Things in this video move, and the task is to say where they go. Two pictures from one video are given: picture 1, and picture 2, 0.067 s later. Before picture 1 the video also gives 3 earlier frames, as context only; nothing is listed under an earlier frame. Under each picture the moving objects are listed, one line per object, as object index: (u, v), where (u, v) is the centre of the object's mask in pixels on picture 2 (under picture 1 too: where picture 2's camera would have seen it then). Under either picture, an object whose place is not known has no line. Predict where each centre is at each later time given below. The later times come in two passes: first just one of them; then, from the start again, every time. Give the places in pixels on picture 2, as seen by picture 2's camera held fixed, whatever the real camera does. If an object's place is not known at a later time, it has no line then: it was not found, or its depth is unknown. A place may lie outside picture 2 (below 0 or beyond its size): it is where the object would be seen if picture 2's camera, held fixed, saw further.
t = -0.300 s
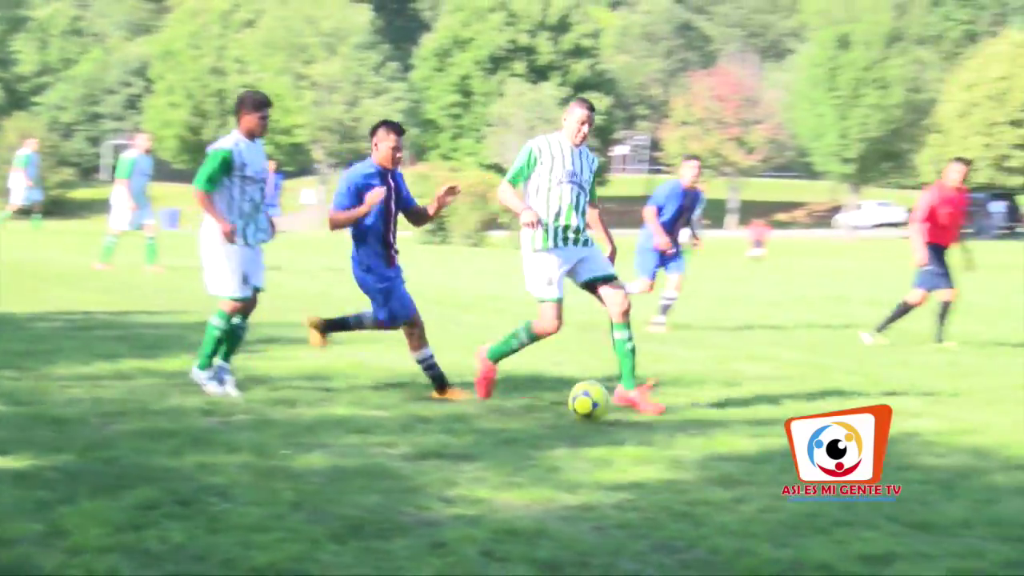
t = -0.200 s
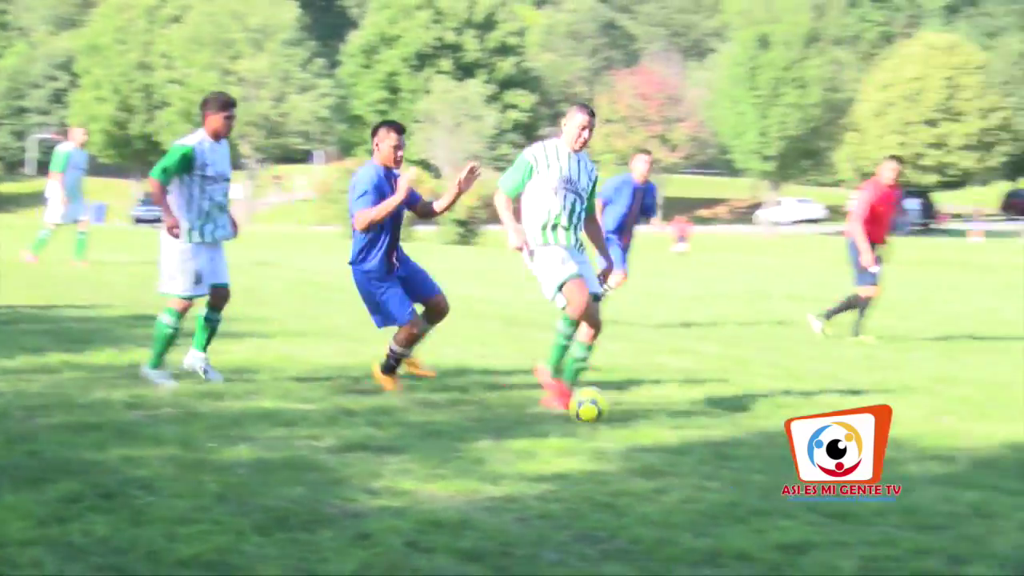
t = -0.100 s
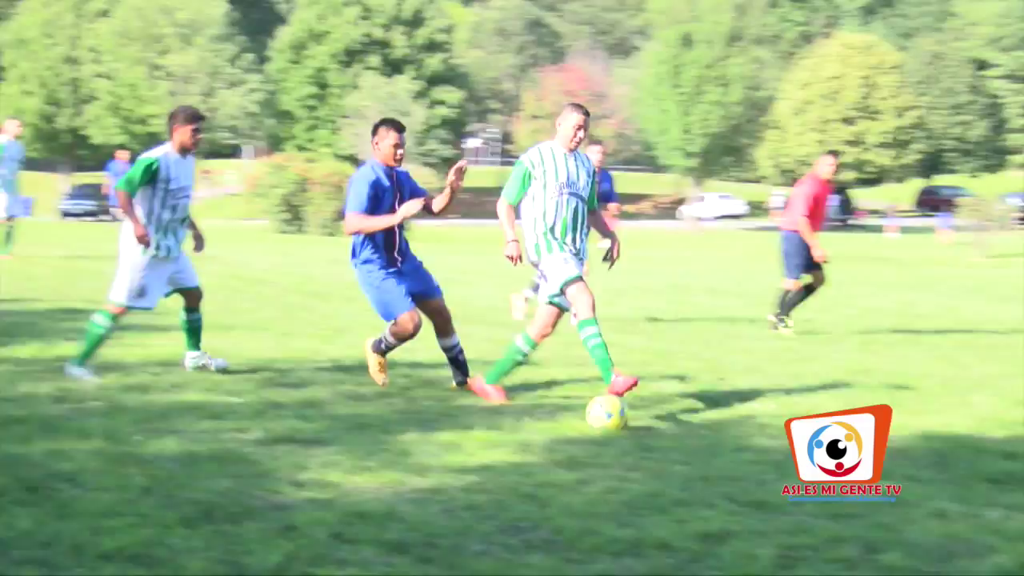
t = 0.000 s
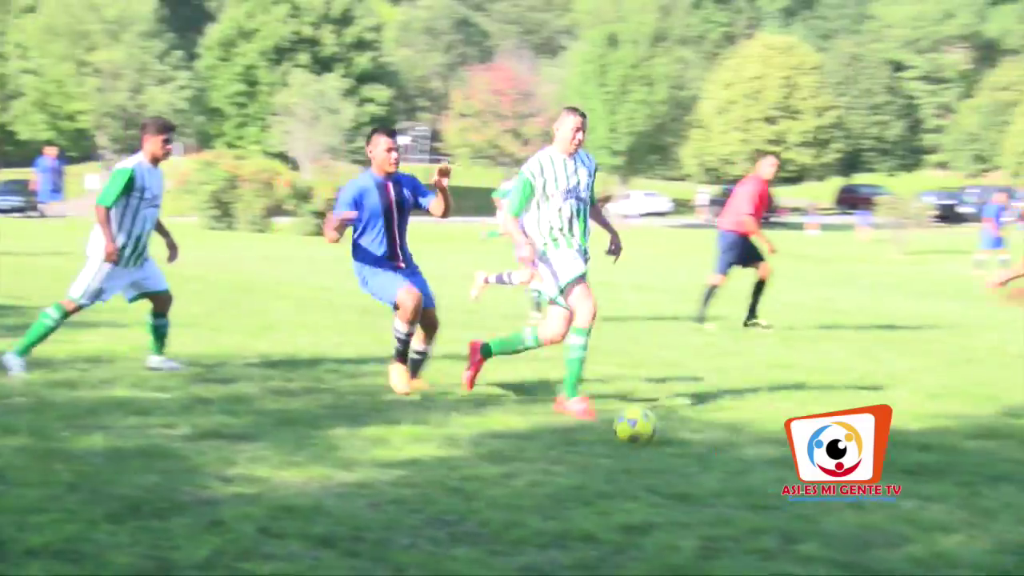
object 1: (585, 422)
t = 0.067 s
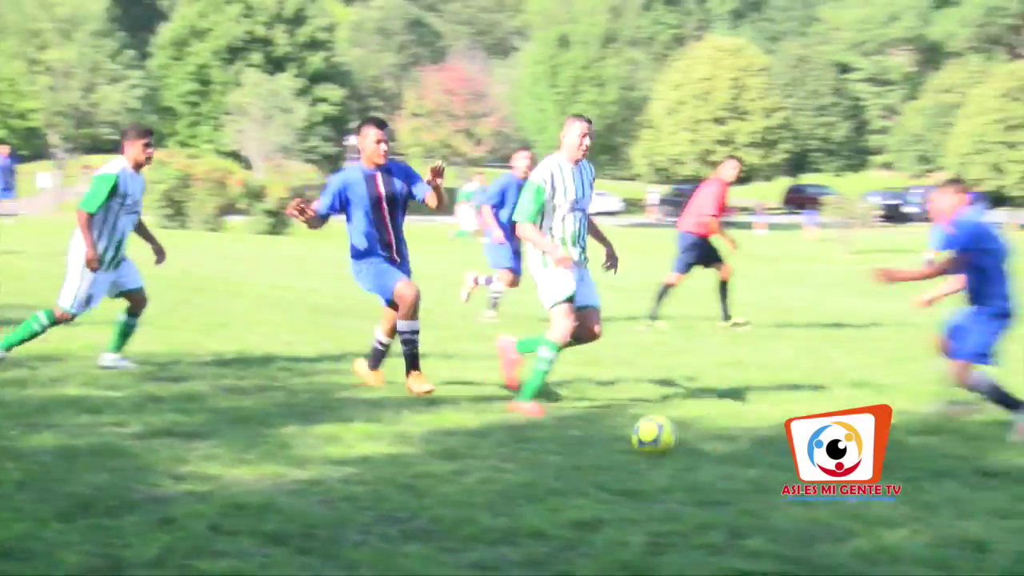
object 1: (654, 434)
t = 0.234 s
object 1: (830, 462)
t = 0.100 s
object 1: (688, 439)
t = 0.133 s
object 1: (723, 444)
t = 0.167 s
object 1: (758, 448)
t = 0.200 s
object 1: (794, 454)
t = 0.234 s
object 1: (830, 462)
